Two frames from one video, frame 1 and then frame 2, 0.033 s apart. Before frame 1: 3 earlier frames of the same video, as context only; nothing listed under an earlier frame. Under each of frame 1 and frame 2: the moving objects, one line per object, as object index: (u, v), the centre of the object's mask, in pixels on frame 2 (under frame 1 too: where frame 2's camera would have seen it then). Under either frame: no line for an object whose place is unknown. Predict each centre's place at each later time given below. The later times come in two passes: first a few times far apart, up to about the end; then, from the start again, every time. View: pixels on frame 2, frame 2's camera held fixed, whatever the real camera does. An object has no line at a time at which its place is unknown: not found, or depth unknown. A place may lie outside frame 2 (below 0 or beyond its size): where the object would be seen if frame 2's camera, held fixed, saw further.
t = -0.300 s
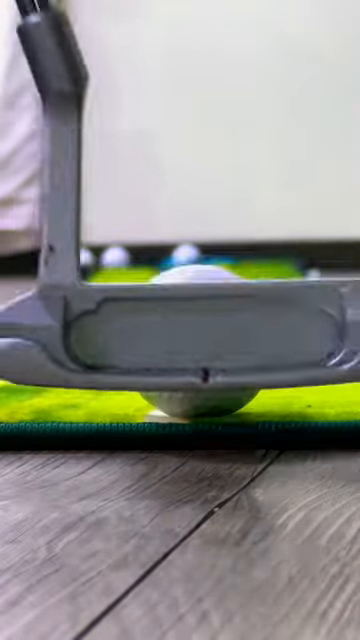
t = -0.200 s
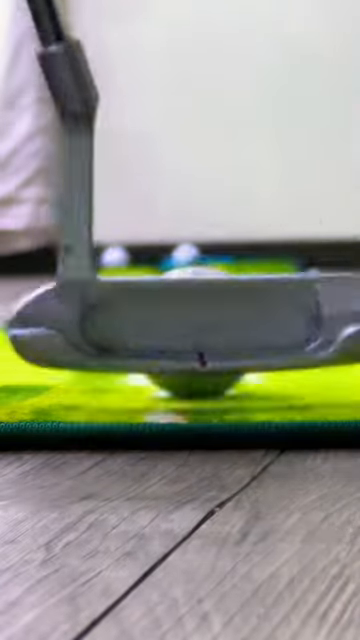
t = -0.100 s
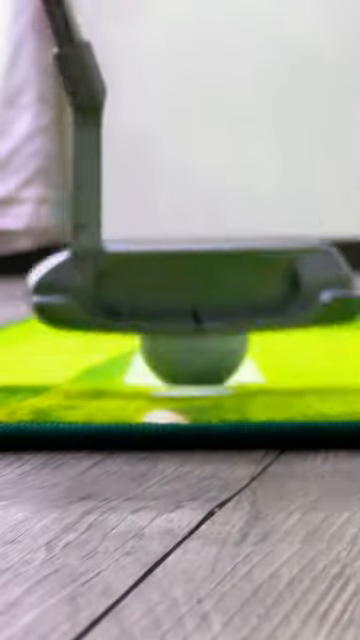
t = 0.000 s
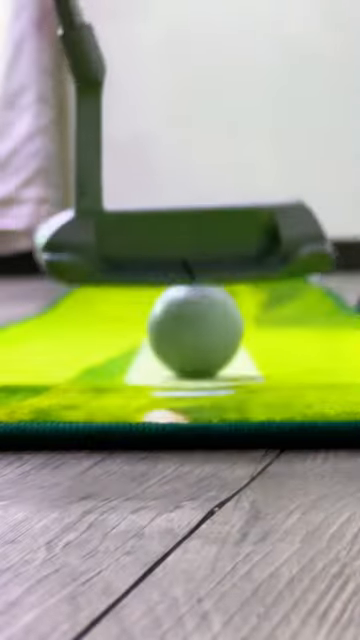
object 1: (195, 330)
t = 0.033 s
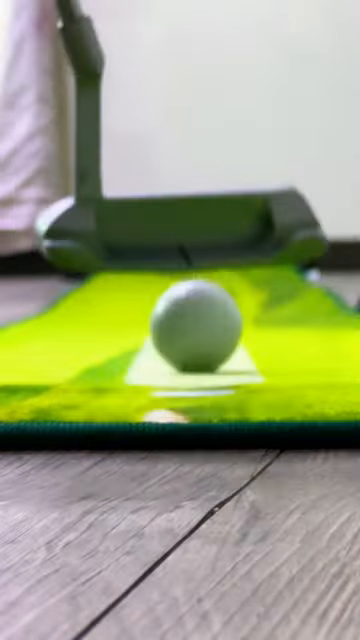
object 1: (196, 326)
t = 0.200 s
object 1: (201, 315)
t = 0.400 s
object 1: (209, 306)
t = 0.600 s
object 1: (206, 302)
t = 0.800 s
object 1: (201, 296)
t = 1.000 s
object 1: (196, 291)
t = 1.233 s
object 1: (191, 281)
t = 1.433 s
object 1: (189, 276)
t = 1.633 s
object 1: (191, 273)
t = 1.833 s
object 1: (194, 271)
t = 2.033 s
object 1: (198, 266)
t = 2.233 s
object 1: (198, 262)
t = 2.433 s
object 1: (194, 251)
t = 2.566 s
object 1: (196, 257)
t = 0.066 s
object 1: (197, 323)
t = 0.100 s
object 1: (198, 320)
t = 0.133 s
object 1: (199, 319)
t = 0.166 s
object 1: (200, 317)
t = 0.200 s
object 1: (201, 315)
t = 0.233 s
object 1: (202, 313)
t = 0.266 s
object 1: (203, 312)
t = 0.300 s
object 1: (207, 311)
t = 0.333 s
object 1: (208, 308)
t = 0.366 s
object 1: (208, 307)
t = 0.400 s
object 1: (209, 306)
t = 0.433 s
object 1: (209, 306)
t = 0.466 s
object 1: (209, 306)
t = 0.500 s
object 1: (208, 306)
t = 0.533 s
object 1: (208, 305)
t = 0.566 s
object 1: (207, 303)
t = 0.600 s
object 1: (206, 302)
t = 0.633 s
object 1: (205, 301)
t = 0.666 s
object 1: (204, 299)
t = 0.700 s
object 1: (204, 298)
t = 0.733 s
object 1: (202, 297)
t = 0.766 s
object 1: (202, 297)
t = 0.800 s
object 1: (201, 296)
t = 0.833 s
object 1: (200, 295)
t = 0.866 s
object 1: (199, 294)
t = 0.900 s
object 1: (198, 293)
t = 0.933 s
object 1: (197, 292)
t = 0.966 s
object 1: (196, 291)
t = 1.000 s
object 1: (196, 291)
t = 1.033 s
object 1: (195, 291)
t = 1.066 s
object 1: (194, 289)
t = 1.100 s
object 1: (194, 288)
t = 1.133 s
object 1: (193, 286)
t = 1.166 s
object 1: (192, 284)
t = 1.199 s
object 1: (192, 283)
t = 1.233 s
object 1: (191, 281)
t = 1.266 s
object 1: (191, 280)
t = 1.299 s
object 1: (190, 279)
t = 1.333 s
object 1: (190, 278)
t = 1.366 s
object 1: (189, 277)
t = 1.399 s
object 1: (189, 276)
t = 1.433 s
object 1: (189, 276)
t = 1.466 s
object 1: (190, 274)
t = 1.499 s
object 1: (190, 274)
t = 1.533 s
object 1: (190, 273)
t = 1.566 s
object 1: (191, 273)
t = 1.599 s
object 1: (191, 273)
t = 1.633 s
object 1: (191, 273)
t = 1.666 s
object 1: (191, 273)
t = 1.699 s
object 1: (192, 272)
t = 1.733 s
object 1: (192, 272)
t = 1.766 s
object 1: (193, 272)
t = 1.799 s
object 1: (193, 271)
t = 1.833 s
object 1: (194, 271)
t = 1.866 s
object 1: (194, 270)
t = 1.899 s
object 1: (195, 269)
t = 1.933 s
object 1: (196, 269)
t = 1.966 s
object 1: (197, 268)
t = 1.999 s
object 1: (197, 267)
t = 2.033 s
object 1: (198, 266)
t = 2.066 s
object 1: (199, 265)
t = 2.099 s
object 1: (199, 264)
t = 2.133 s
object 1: (199, 264)
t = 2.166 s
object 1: (199, 264)
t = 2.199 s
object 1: (199, 263)
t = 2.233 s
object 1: (198, 262)
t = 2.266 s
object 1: (198, 262)
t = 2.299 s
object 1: (198, 261)
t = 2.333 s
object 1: (197, 260)
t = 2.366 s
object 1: (197, 260)
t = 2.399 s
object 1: (195, 254)
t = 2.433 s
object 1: (194, 251)
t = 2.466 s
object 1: (193, 254)
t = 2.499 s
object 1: (190, 257)
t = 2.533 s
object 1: (195, 256)
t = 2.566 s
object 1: (196, 257)
